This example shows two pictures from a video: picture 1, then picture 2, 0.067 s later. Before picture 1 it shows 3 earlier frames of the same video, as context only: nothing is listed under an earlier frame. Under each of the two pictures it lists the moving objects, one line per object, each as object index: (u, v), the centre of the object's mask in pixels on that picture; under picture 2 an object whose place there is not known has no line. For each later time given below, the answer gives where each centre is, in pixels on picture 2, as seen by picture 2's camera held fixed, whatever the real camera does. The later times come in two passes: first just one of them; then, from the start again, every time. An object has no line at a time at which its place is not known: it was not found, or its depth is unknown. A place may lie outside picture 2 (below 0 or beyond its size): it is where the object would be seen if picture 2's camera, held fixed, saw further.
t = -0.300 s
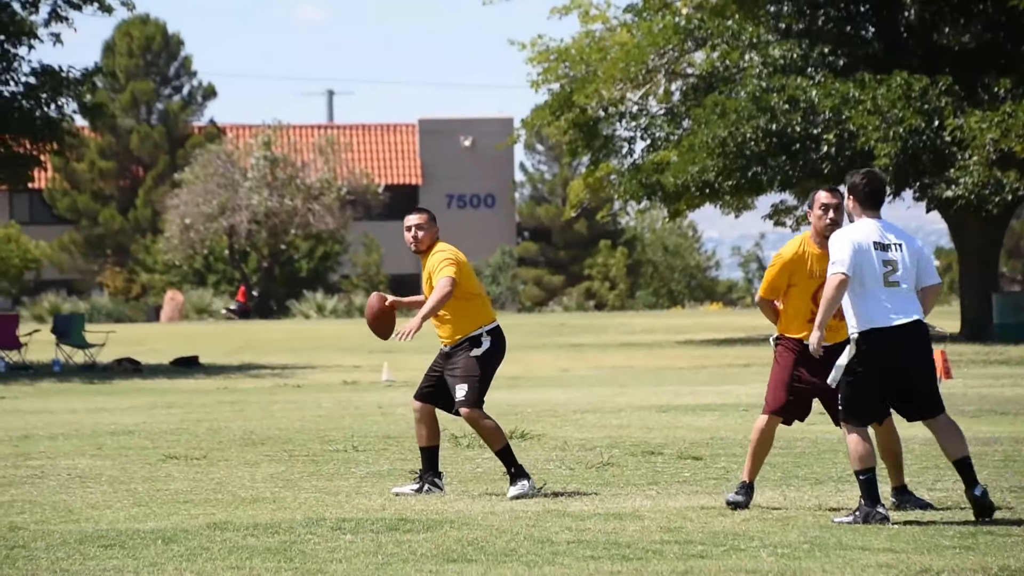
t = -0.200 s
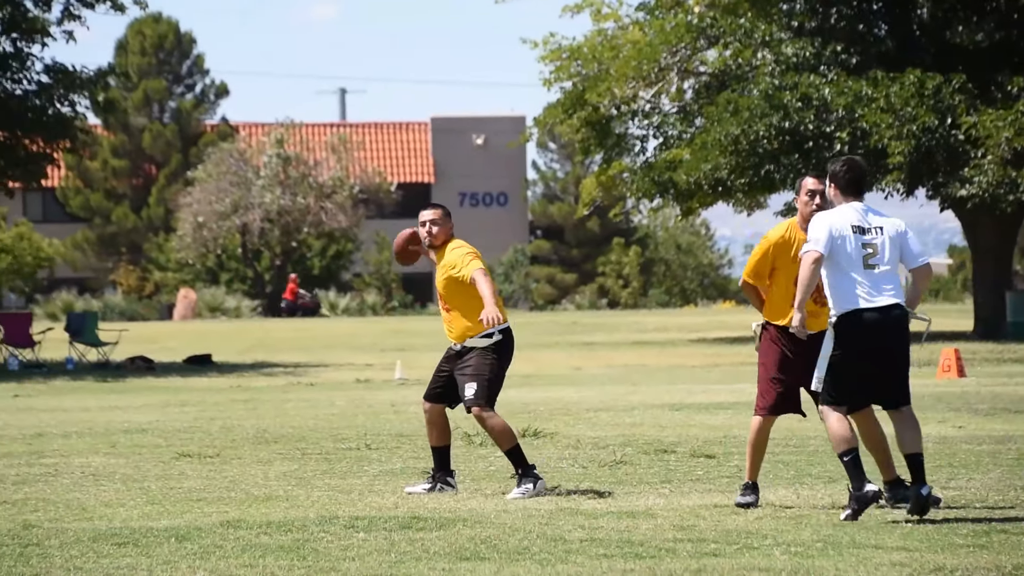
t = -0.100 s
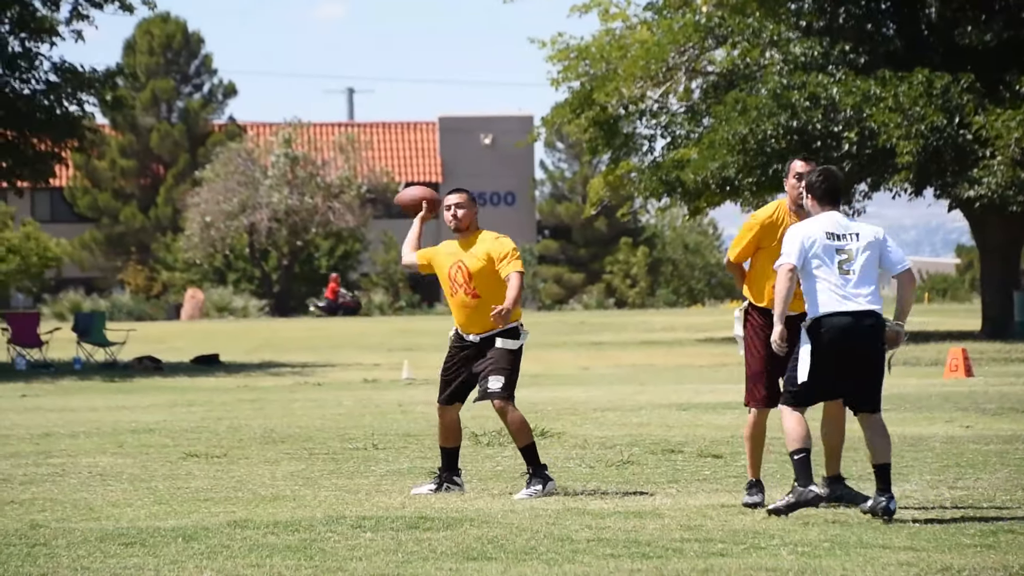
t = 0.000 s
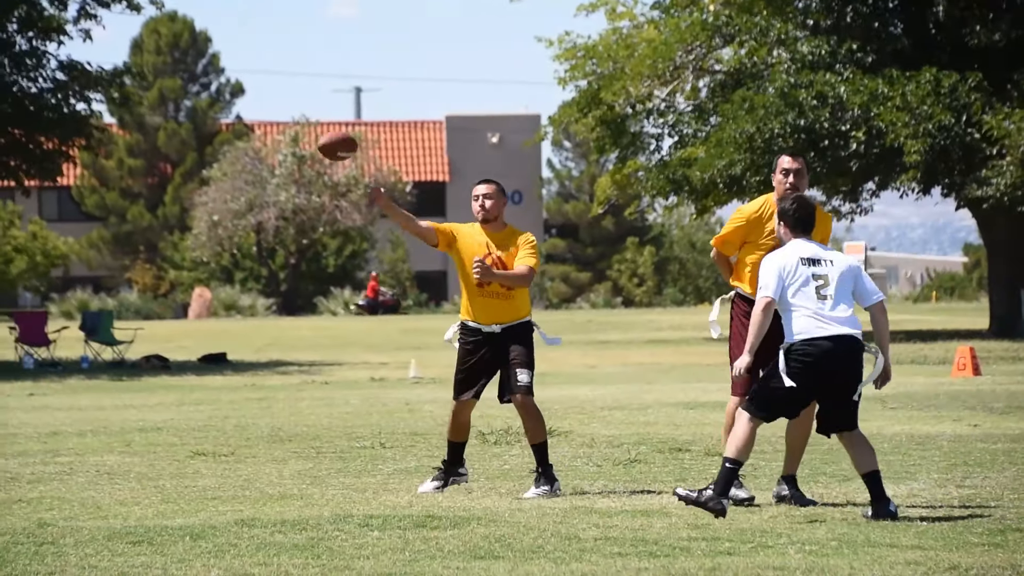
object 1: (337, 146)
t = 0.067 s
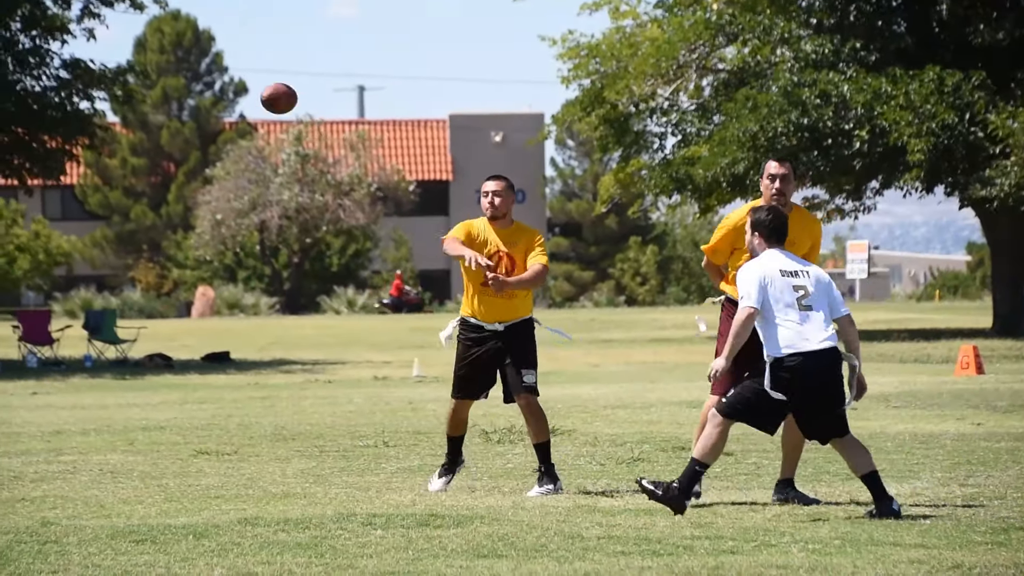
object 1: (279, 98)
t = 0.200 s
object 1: (132, 19)
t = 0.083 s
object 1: (262, 87)
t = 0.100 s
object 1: (245, 76)
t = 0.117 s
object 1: (227, 65)
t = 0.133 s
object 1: (209, 55)
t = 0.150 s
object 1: (191, 44)
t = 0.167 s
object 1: (171, 36)
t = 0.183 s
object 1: (153, 27)
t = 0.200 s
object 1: (132, 19)
